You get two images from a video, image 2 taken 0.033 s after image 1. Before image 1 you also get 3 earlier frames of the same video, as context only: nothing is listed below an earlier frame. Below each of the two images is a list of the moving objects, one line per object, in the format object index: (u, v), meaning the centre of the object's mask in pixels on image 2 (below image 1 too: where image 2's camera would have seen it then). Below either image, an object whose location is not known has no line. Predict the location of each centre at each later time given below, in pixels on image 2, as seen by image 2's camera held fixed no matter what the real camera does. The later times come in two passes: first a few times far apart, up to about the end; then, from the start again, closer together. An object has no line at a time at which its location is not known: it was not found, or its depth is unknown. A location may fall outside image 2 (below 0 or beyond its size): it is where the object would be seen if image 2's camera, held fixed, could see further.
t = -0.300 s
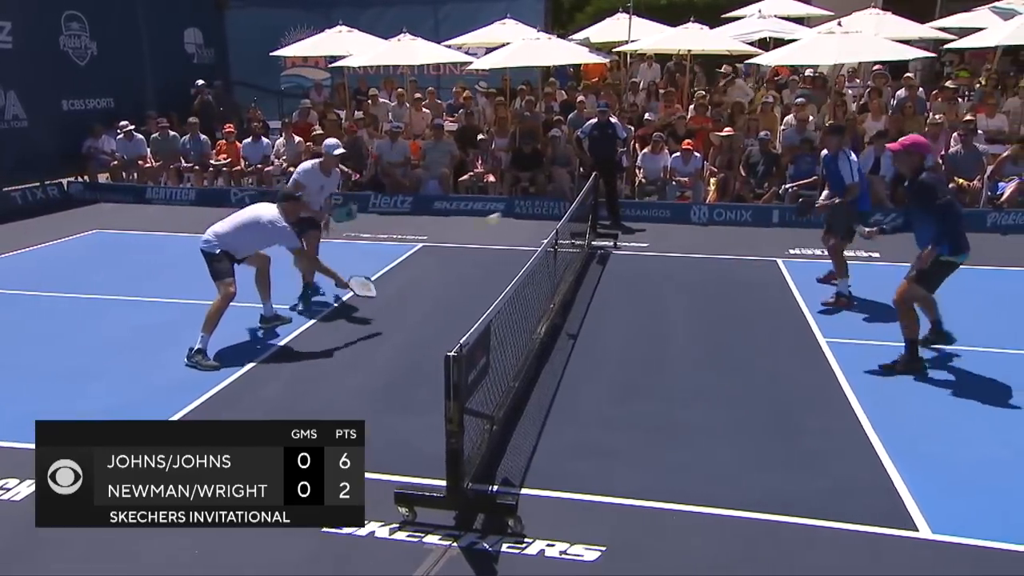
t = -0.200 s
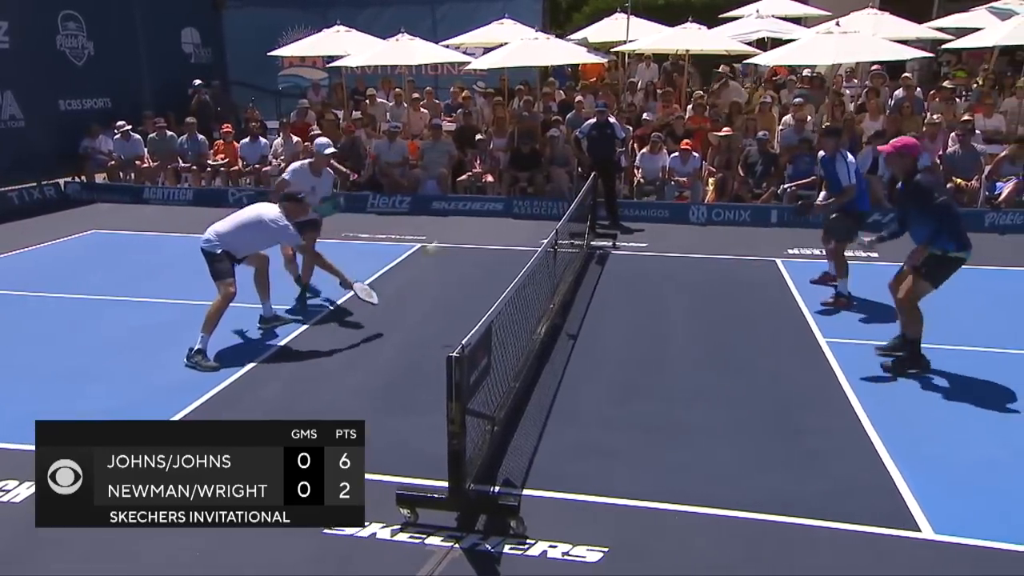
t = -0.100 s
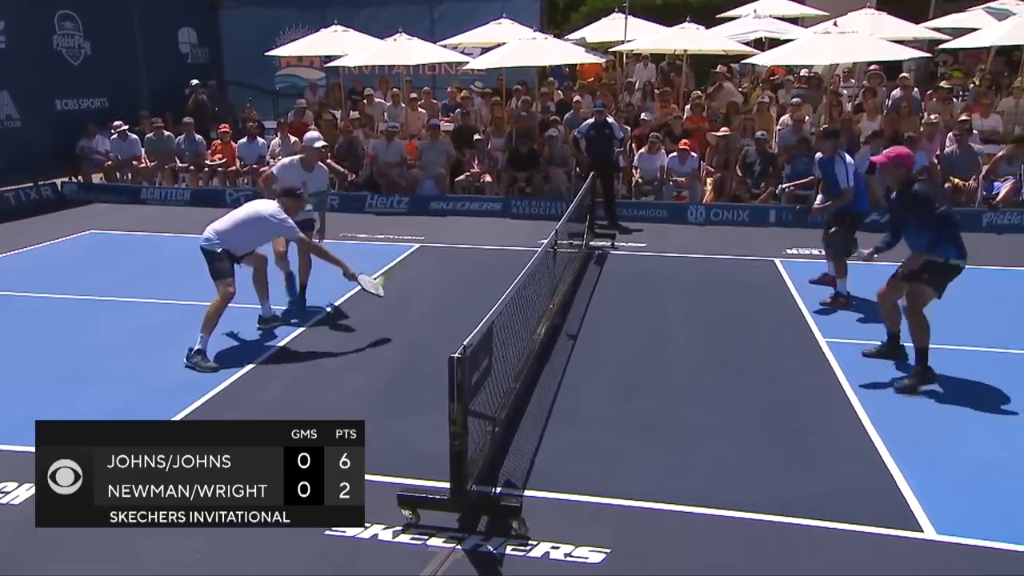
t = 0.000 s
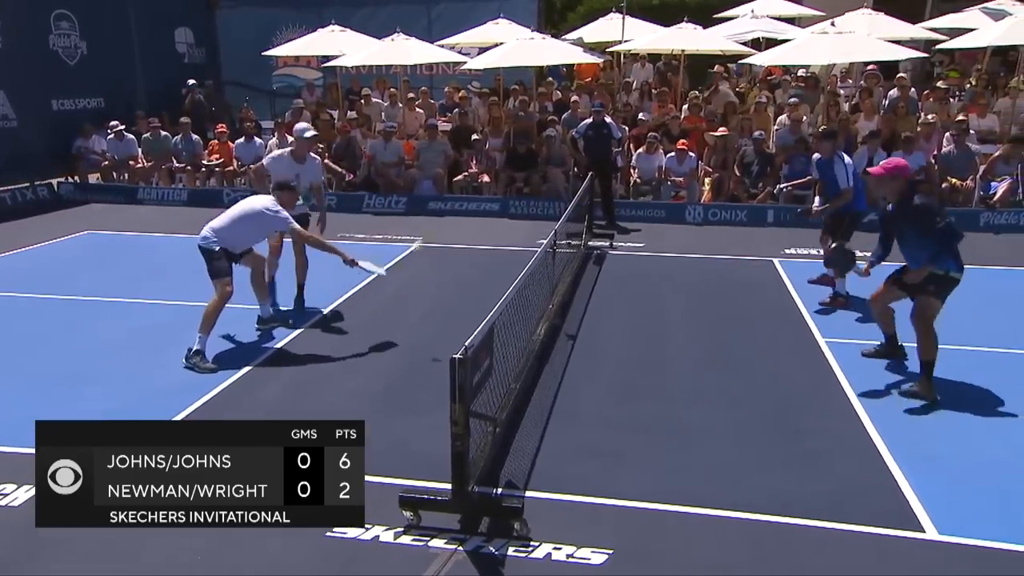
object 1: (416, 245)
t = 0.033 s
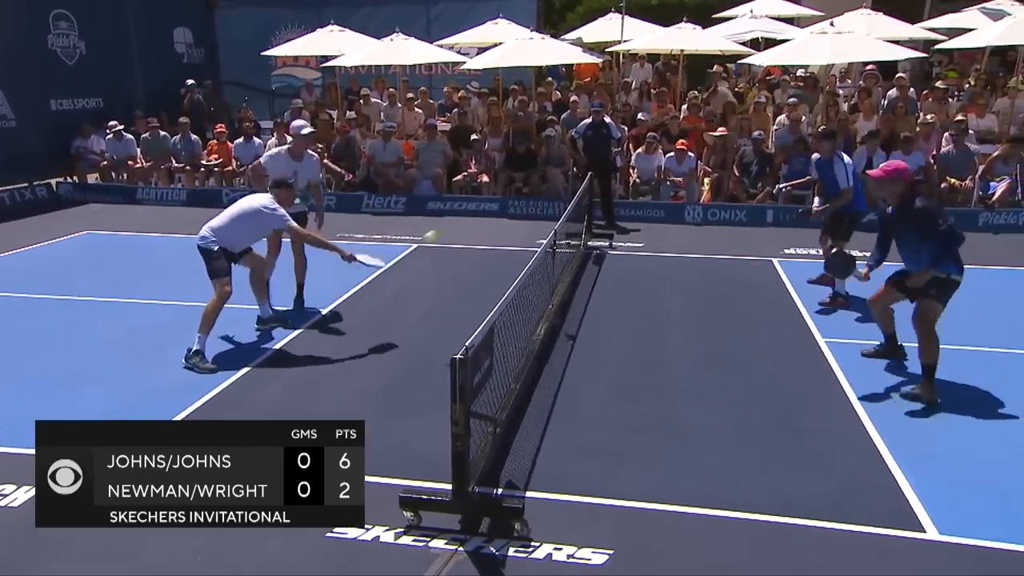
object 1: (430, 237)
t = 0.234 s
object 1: (523, 205)
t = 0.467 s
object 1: (643, 236)
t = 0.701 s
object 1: (763, 355)
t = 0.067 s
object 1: (446, 227)
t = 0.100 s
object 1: (460, 220)
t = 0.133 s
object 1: (475, 214)
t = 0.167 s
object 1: (491, 210)
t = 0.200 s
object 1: (507, 206)
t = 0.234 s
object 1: (523, 205)
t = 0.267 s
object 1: (540, 204)
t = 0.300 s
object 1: (556, 206)
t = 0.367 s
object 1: (591, 213)
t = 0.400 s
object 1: (608, 219)
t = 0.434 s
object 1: (625, 227)
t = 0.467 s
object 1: (643, 236)
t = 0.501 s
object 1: (660, 247)
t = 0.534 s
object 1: (679, 261)
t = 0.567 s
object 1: (696, 276)
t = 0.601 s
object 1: (713, 292)
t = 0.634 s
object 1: (729, 310)
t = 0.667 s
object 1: (747, 332)
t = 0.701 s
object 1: (763, 355)
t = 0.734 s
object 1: (779, 379)
